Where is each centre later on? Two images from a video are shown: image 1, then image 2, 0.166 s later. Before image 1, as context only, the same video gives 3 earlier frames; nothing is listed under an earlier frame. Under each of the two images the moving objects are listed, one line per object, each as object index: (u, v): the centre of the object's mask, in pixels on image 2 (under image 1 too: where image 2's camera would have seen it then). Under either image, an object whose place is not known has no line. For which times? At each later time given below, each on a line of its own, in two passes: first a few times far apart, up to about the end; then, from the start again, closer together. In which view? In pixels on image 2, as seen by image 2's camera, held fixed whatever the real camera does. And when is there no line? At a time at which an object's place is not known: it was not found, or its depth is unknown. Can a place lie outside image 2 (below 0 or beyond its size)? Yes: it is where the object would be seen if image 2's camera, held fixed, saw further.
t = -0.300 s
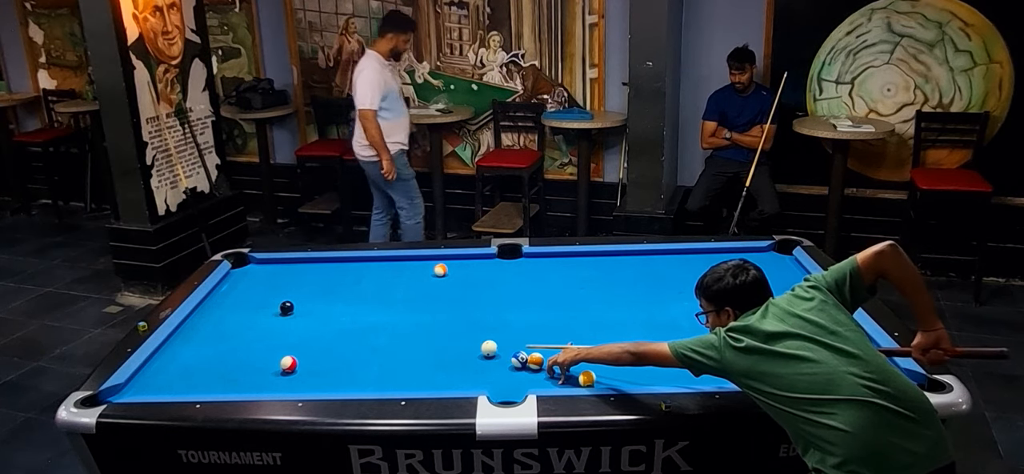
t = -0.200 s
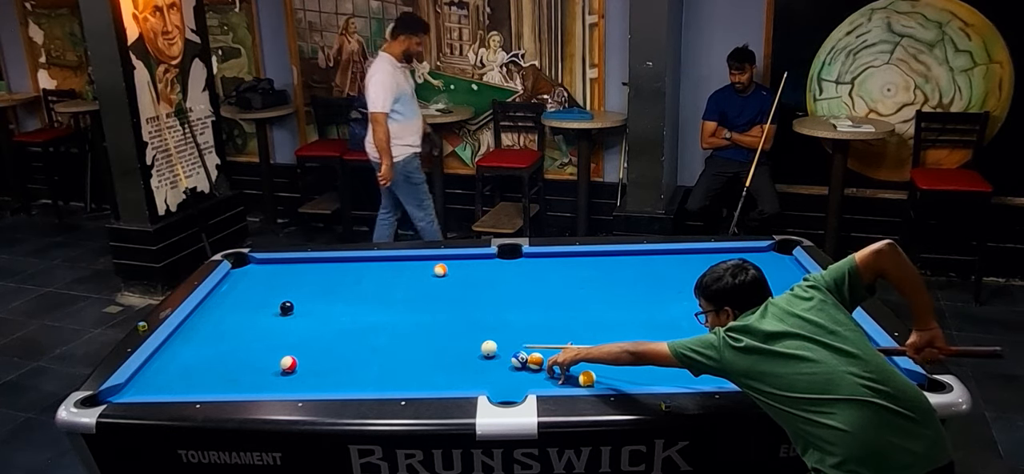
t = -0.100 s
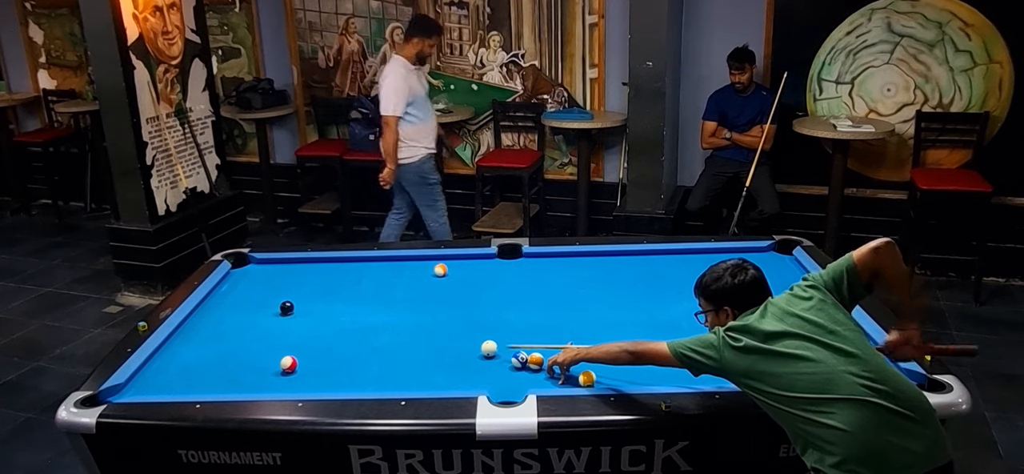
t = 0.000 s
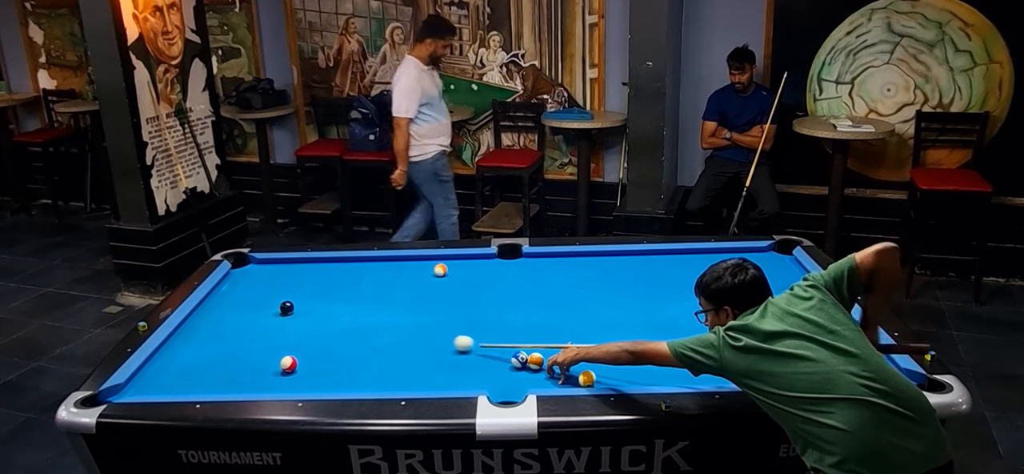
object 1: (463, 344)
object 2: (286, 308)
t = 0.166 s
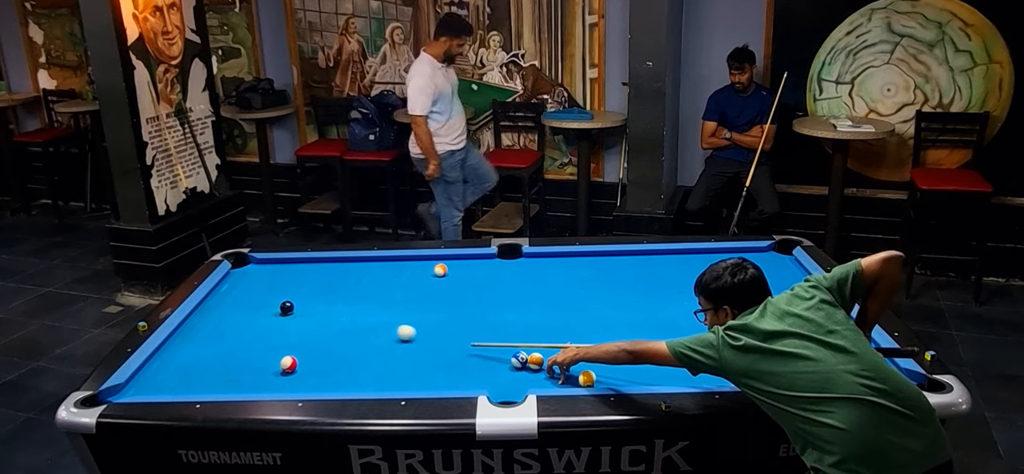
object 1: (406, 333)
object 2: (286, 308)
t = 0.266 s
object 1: (373, 327)
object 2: (286, 308)
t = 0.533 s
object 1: (295, 312)
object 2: (284, 307)
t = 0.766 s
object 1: (260, 316)
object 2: (260, 294)
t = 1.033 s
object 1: (221, 319)
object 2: (235, 281)
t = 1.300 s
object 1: (190, 322)
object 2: (244, 272)
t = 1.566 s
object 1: (209, 323)
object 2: (267, 266)
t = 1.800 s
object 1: (225, 323)
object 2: (283, 262)
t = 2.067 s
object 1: (243, 324)
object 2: (296, 265)
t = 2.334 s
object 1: (259, 324)
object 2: (309, 267)
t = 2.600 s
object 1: (274, 324)
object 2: (320, 270)
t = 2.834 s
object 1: (286, 325)
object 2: (330, 272)
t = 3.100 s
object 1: (298, 325)
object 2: (340, 274)
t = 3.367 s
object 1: (309, 325)
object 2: (349, 276)
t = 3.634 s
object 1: (318, 326)
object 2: (358, 278)
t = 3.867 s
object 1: (325, 326)
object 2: (364, 279)
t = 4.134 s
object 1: (332, 326)
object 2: (371, 280)
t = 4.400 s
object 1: (337, 327)
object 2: (377, 281)
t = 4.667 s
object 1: (341, 327)
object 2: (382, 282)
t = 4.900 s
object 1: (343, 326)
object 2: (385, 283)
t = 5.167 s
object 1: (343, 326)
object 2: (388, 283)
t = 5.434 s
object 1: (343, 326)
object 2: (389, 283)
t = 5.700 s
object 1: (343, 326)
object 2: (390, 284)
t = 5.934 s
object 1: (343, 326)
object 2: (390, 284)
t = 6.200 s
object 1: (343, 326)
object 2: (391, 284)
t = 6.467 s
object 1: (343, 326)
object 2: (390, 284)
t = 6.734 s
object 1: (343, 326)
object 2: (390, 284)
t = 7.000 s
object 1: (342, 326)
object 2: (390, 284)
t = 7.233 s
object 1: (342, 326)
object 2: (391, 284)
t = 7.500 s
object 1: (342, 326)
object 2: (391, 284)
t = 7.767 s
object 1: (343, 326)
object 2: (391, 284)
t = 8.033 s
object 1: (342, 326)
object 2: (391, 284)
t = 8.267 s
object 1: (343, 326)
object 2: (391, 284)
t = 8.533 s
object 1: (343, 326)
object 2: (391, 284)
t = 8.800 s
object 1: (343, 326)
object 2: (391, 284)
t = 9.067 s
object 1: (342, 326)
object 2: (390, 284)
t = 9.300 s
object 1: (342, 326)
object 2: (390, 284)
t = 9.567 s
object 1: (342, 326)
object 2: (390, 284)
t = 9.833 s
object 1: (342, 326)
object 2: (390, 284)
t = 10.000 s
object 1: (342, 326)
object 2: (391, 284)
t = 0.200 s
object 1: (394, 331)
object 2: (286, 308)
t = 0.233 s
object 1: (383, 329)
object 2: (286, 308)
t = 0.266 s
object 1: (373, 327)
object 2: (286, 308)
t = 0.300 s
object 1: (363, 325)
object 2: (286, 308)
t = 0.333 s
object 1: (352, 323)
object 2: (286, 308)
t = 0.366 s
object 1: (342, 321)
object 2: (286, 308)
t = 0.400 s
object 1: (332, 319)
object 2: (286, 308)
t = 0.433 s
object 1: (322, 317)
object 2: (286, 308)
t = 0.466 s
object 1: (313, 315)
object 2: (286, 308)
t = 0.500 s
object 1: (303, 313)
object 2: (286, 308)
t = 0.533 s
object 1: (295, 312)
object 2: (284, 307)
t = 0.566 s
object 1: (290, 313)
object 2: (280, 304)
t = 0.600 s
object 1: (285, 313)
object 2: (277, 302)
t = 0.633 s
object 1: (281, 314)
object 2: (273, 301)
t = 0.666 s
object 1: (276, 314)
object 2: (270, 299)
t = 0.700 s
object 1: (270, 315)
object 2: (266, 297)
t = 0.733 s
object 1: (265, 315)
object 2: (263, 296)
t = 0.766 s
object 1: (260, 316)
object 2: (260, 294)
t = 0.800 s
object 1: (255, 316)
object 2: (256, 292)
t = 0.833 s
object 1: (250, 317)
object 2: (253, 291)
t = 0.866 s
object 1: (245, 317)
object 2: (250, 289)
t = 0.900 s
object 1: (240, 317)
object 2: (247, 287)
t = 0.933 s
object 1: (235, 318)
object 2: (244, 285)
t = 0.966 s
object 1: (231, 318)
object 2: (241, 284)
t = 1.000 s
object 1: (226, 319)
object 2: (238, 282)
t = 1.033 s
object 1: (221, 319)
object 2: (235, 281)
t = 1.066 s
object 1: (216, 320)
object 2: (233, 280)
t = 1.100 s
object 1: (211, 320)
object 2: (229, 278)
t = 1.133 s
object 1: (207, 320)
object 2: (229, 277)
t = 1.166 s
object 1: (202, 321)
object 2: (232, 275)
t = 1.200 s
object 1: (197, 321)
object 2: (235, 275)
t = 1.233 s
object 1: (192, 321)
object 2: (238, 274)
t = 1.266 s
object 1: (188, 322)
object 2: (242, 273)
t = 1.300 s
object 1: (190, 322)
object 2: (244, 272)
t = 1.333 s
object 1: (193, 322)
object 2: (248, 271)
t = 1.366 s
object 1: (195, 322)
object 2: (250, 270)
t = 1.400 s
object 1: (197, 322)
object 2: (253, 269)
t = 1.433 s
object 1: (200, 322)
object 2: (256, 268)
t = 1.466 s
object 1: (202, 322)
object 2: (259, 268)
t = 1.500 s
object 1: (205, 322)
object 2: (261, 268)
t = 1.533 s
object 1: (207, 323)
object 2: (264, 267)
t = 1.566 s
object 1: (209, 323)
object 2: (267, 266)
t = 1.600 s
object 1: (212, 323)
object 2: (269, 265)
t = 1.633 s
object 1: (214, 323)
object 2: (271, 265)
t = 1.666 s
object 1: (216, 323)
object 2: (274, 264)
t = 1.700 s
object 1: (218, 323)
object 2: (277, 263)
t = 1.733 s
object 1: (221, 323)
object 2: (280, 262)
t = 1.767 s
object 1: (223, 323)
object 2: (282, 262)
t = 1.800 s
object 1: (225, 323)
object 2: (283, 262)
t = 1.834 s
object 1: (228, 323)
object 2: (285, 262)
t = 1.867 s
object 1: (230, 323)
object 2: (287, 262)
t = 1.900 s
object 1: (232, 323)
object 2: (289, 263)
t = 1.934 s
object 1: (234, 323)
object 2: (291, 263)
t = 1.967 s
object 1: (236, 323)
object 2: (292, 263)
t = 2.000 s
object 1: (238, 324)
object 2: (293, 264)
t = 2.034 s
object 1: (241, 324)
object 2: (295, 265)
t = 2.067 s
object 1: (243, 324)
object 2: (296, 265)
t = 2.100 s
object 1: (245, 324)
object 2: (298, 265)
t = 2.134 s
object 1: (247, 324)
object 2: (300, 266)
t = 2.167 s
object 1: (249, 324)
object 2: (301, 266)
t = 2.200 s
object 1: (251, 324)
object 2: (303, 266)
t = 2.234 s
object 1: (253, 324)
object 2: (304, 266)
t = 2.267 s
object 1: (255, 324)
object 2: (306, 266)
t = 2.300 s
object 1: (257, 324)
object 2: (307, 267)
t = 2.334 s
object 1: (259, 324)
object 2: (309, 267)
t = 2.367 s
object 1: (261, 324)
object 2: (310, 268)
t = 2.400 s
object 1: (262, 324)
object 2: (312, 268)
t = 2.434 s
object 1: (265, 324)
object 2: (313, 269)
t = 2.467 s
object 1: (266, 324)
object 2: (315, 269)
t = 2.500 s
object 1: (268, 324)
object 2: (316, 269)
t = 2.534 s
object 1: (270, 324)
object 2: (318, 269)
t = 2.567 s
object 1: (272, 324)
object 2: (319, 269)
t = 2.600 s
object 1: (274, 324)
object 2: (320, 270)
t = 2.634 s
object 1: (276, 324)
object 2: (322, 270)
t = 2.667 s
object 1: (277, 324)
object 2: (323, 270)
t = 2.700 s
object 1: (279, 324)
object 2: (324, 271)
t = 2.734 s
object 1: (281, 325)
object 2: (326, 271)
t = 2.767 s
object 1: (282, 325)
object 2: (327, 271)
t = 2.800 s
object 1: (284, 325)
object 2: (328, 272)
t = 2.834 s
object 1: (286, 325)
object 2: (330, 272)
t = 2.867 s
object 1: (287, 325)
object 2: (331, 272)
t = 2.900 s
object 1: (289, 325)
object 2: (332, 273)
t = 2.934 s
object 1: (290, 325)
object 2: (334, 273)
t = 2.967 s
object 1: (292, 325)
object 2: (335, 273)
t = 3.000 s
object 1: (293, 325)
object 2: (336, 273)
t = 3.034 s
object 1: (295, 325)
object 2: (338, 274)
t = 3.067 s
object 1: (296, 325)
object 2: (339, 274)
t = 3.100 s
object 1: (298, 325)
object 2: (340, 274)
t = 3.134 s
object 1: (299, 325)
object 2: (341, 275)
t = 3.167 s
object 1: (301, 325)
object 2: (342, 275)
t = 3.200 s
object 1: (302, 325)
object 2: (343, 275)
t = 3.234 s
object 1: (303, 325)
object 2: (345, 275)
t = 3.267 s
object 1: (305, 325)
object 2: (346, 276)
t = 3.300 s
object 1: (306, 325)
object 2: (347, 276)
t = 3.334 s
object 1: (307, 325)
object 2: (348, 276)
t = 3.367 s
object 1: (309, 325)
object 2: (349, 276)
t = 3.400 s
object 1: (310, 325)
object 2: (350, 276)
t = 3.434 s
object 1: (311, 325)
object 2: (352, 277)
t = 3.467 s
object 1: (312, 326)
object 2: (352, 277)
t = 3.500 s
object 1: (314, 326)
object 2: (354, 277)
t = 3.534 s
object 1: (315, 326)
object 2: (355, 277)
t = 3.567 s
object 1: (316, 326)
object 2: (356, 278)
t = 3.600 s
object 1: (317, 326)
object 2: (356, 278)
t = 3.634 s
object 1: (318, 326)
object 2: (358, 278)
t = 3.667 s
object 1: (319, 326)
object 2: (359, 278)
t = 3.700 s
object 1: (320, 326)
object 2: (360, 278)
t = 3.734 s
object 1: (321, 326)
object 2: (360, 278)
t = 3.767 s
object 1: (322, 326)
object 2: (361, 279)
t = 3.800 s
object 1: (323, 326)
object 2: (362, 279)
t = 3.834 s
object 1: (324, 326)
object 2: (363, 279)
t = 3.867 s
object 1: (325, 326)
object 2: (364, 279)
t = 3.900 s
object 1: (326, 326)
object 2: (365, 279)
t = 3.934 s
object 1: (327, 326)
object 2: (366, 279)
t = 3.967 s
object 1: (328, 326)
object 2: (367, 280)
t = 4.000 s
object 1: (328, 326)
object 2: (368, 280)
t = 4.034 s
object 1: (329, 326)
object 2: (369, 280)
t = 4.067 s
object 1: (330, 326)
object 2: (369, 280)
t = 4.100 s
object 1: (331, 326)
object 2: (370, 280)
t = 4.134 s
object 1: (332, 326)
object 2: (371, 280)
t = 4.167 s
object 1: (332, 326)
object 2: (372, 281)
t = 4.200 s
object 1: (333, 326)
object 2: (372, 281)
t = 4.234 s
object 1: (334, 326)
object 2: (373, 281)
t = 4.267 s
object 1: (334, 326)
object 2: (374, 281)
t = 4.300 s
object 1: (335, 327)
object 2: (375, 281)
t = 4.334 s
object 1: (336, 327)
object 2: (375, 281)
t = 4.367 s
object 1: (336, 326)
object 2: (376, 281)
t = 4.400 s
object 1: (337, 327)
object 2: (377, 281)
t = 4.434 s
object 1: (337, 327)
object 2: (377, 282)
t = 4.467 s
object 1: (338, 327)
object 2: (378, 282)
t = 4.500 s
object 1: (338, 327)
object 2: (379, 282)
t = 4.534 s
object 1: (339, 326)
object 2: (379, 282)
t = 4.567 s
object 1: (339, 326)
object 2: (380, 282)
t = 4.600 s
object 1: (340, 326)
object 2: (380, 282)
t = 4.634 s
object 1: (340, 327)
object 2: (381, 282)
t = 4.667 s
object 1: (341, 327)
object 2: (382, 282)
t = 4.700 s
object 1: (341, 327)
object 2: (382, 282)
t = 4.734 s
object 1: (341, 327)
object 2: (383, 282)
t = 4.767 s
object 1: (342, 327)
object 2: (383, 282)
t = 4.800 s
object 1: (342, 327)
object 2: (384, 282)
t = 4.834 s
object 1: (342, 327)
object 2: (384, 282)
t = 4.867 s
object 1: (342, 326)
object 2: (385, 283)
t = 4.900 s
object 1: (343, 326)
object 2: (385, 283)
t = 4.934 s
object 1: (343, 326)
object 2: (385, 283)
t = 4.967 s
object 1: (343, 326)
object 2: (386, 283)
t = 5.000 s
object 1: (343, 326)
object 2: (386, 283)
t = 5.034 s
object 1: (343, 326)
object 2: (386, 283)
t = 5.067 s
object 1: (343, 326)
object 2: (387, 283)
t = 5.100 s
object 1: (343, 326)
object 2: (387, 283)
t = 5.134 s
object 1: (343, 326)
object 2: (387, 283)
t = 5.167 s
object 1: (343, 326)
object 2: (388, 283)
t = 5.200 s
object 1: (343, 326)
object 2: (388, 283)
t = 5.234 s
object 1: (343, 326)
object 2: (388, 283)
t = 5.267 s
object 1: (343, 326)
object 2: (388, 283)
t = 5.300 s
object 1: (343, 326)
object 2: (389, 283)
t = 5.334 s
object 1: (343, 326)
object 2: (389, 283)
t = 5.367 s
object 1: (343, 326)
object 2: (389, 283)
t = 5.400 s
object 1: (343, 326)
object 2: (389, 283)
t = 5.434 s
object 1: (343, 326)
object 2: (389, 283)
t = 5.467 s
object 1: (343, 326)
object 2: (390, 283)
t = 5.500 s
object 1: (343, 326)
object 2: (390, 283)
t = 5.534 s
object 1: (343, 326)
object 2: (390, 283)
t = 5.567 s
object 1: (343, 326)
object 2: (390, 283)
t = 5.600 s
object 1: (343, 326)
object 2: (390, 283)
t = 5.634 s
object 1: (343, 326)
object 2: (390, 283)
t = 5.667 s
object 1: (343, 326)
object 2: (390, 284)
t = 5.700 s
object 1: (343, 326)
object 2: (390, 284)
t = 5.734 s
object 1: (343, 326)
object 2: (390, 284)
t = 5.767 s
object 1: (343, 326)
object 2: (390, 284)
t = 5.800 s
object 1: (343, 326)
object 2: (390, 284)
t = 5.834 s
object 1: (343, 326)
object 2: (390, 284)
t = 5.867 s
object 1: (343, 326)
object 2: (390, 284)
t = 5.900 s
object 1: (343, 326)
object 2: (390, 284)
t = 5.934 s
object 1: (343, 326)
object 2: (390, 284)
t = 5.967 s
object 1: (343, 326)
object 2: (390, 284)
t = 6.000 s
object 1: (343, 326)
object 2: (390, 284)
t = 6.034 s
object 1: (343, 326)
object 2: (390, 284)
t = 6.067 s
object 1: (343, 326)
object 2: (390, 284)
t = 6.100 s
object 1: (343, 326)
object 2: (391, 284)
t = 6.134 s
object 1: (343, 326)
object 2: (391, 284)
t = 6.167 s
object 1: (343, 326)
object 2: (391, 284)
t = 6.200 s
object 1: (343, 326)
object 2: (391, 284)
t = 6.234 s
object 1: (343, 326)
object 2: (391, 284)
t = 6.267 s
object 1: (343, 326)
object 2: (391, 284)
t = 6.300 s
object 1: (343, 326)
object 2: (390, 284)
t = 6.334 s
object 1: (342, 326)
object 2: (390, 284)
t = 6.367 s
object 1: (343, 326)
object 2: (390, 284)
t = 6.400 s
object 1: (343, 326)
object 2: (390, 284)
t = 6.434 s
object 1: (343, 326)
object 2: (390, 284)
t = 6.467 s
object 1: (343, 326)
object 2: (390, 284)
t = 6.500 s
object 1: (343, 326)
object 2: (390, 284)
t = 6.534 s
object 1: (343, 326)
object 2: (391, 284)
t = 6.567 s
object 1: (343, 326)
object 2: (391, 284)
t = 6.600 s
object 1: (343, 326)
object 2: (391, 284)
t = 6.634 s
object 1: (343, 326)
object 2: (390, 284)
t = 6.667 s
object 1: (343, 326)
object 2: (391, 284)
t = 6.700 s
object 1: (343, 326)
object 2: (391, 284)
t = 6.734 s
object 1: (343, 326)
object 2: (390, 284)
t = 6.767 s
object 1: (343, 326)
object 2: (391, 284)
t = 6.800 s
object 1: (342, 326)
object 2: (390, 284)
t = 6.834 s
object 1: (343, 326)
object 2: (391, 284)
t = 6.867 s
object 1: (343, 326)
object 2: (390, 284)
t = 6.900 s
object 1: (343, 326)
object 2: (391, 284)
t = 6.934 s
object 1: (342, 326)
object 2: (390, 284)
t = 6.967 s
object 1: (342, 326)
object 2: (390, 284)
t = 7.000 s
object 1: (342, 326)
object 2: (390, 284)
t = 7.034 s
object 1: (342, 326)
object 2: (390, 284)
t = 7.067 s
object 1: (342, 326)
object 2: (390, 284)
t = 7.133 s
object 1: (342, 326)
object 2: (391, 284)
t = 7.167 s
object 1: (342, 326)
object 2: (391, 284)
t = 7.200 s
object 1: (342, 326)
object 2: (391, 284)
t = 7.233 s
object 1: (342, 326)
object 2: (391, 284)
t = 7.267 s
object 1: (342, 326)
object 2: (391, 284)
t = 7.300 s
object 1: (342, 326)
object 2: (391, 284)
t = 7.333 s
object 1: (342, 326)
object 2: (391, 284)
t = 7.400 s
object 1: (342, 326)
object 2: (391, 284)
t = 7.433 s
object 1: (342, 326)
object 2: (391, 284)
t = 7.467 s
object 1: (342, 326)
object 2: (391, 284)
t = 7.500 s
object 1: (342, 326)
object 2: (391, 284)
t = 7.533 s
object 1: (342, 326)
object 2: (391, 284)
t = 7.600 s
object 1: (342, 326)
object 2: (391, 284)
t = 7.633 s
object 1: (342, 326)
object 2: (391, 284)
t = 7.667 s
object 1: (342, 326)
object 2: (391, 284)
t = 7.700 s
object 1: (343, 326)
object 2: (391, 284)
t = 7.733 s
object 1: (342, 326)
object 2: (391, 283)
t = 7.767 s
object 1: (343, 326)
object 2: (391, 284)
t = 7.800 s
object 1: (343, 326)
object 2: (391, 284)
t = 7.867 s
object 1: (343, 326)
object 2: (391, 284)
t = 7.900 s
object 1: (343, 326)
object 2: (391, 284)
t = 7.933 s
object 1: (343, 326)
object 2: (391, 284)
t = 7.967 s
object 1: (343, 326)
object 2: (391, 284)
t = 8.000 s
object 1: (343, 326)
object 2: (391, 284)
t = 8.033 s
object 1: (342, 326)
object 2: (391, 284)
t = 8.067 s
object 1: (343, 326)
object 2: (391, 284)
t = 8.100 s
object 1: (343, 326)
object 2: (391, 284)
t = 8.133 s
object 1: (342, 326)
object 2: (391, 284)
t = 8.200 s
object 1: (343, 326)
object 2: (391, 284)
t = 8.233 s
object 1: (343, 326)
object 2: (391, 284)
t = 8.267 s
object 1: (343, 326)
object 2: (391, 284)
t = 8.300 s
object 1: (343, 326)
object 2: (391, 284)
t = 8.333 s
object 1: (343, 326)
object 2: (391, 284)
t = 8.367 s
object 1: (343, 326)
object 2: (391, 284)
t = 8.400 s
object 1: (343, 326)
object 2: (391, 284)
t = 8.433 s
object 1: (343, 326)
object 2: (391, 284)
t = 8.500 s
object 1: (343, 326)
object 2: (391, 284)
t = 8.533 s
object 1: (343, 326)
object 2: (391, 284)
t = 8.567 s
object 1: (343, 326)
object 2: (391, 284)
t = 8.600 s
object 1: (343, 326)
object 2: (391, 284)
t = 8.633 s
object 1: (343, 326)
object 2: (391, 284)
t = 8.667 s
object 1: (343, 326)
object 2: (391, 284)
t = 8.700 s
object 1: (343, 326)
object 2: (391, 284)
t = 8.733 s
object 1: (343, 326)
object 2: (391, 284)
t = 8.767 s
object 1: (343, 326)
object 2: (391, 284)
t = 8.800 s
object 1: (343, 326)
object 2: (391, 284)
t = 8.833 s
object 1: (343, 326)
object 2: (391, 284)
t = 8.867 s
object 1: (342, 326)
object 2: (391, 284)
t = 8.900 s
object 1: (342, 326)
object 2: (391, 284)
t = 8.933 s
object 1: (343, 326)
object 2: (391, 284)
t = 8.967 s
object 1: (342, 326)
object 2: (390, 284)
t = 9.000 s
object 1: (342, 326)
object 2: (390, 284)
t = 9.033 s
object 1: (342, 326)
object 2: (390, 284)
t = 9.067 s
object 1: (342, 326)
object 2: (390, 284)
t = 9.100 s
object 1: (342, 326)
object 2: (390, 284)
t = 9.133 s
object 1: (342, 326)
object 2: (390, 284)
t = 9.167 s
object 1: (342, 326)
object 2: (391, 284)
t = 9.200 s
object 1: (342, 326)
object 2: (390, 284)
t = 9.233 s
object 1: (342, 326)
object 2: (390, 284)
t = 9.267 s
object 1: (342, 326)
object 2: (390, 284)
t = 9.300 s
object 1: (342, 326)
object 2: (390, 284)
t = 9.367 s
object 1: (342, 326)
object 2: (390, 284)
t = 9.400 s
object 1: (342, 326)
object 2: (390, 284)
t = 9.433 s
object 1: (342, 326)
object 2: (390, 284)
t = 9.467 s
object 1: (342, 326)
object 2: (390, 284)
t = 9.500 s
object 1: (342, 326)
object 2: (390, 284)
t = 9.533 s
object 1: (342, 326)
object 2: (390, 284)
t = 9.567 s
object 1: (342, 326)
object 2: (390, 284)
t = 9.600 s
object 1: (342, 326)
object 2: (390, 284)
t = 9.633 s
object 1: (342, 326)
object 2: (391, 284)
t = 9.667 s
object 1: (342, 326)
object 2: (391, 284)
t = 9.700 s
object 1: (342, 326)
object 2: (391, 284)
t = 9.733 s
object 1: (342, 326)
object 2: (391, 284)
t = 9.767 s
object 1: (342, 326)
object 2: (391, 284)
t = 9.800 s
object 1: (342, 326)
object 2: (391, 284)
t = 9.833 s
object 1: (342, 326)
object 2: (390, 284)
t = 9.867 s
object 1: (342, 326)
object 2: (391, 284)
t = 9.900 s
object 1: (342, 326)
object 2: (391, 284)
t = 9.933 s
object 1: (342, 326)
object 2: (391, 284)
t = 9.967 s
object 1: (342, 326)
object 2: (391, 284)
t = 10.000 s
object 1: (342, 326)
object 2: (391, 284)
